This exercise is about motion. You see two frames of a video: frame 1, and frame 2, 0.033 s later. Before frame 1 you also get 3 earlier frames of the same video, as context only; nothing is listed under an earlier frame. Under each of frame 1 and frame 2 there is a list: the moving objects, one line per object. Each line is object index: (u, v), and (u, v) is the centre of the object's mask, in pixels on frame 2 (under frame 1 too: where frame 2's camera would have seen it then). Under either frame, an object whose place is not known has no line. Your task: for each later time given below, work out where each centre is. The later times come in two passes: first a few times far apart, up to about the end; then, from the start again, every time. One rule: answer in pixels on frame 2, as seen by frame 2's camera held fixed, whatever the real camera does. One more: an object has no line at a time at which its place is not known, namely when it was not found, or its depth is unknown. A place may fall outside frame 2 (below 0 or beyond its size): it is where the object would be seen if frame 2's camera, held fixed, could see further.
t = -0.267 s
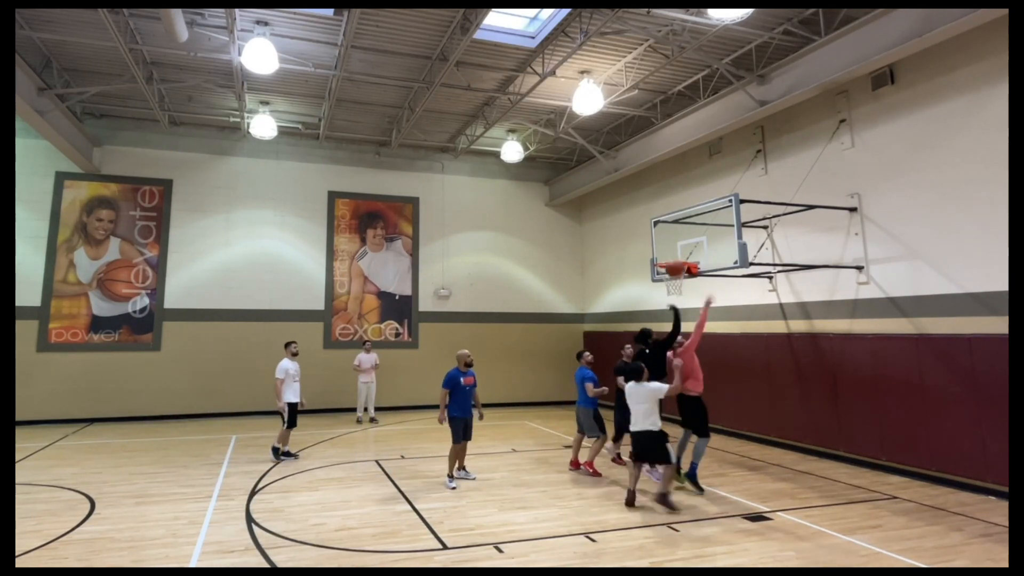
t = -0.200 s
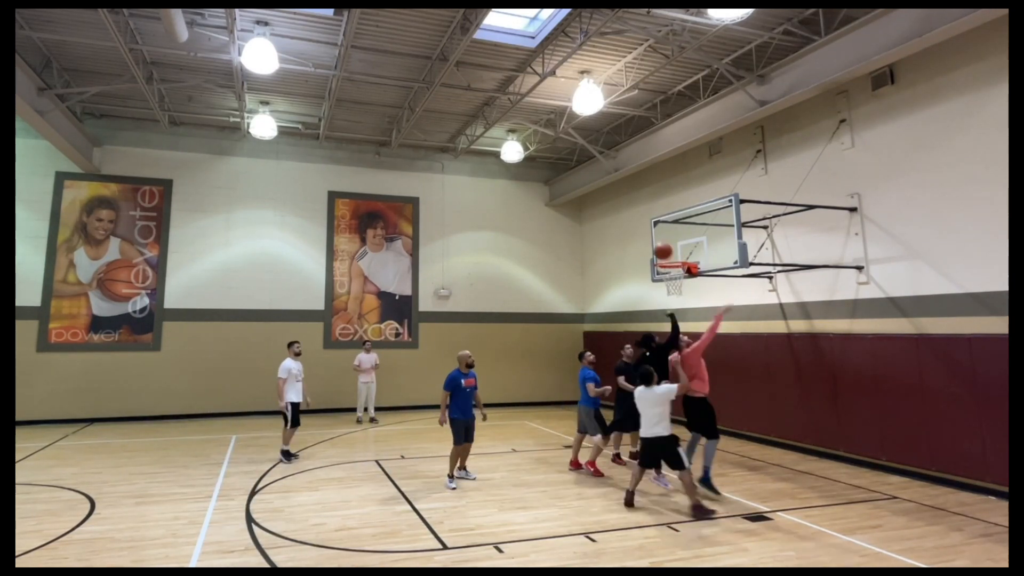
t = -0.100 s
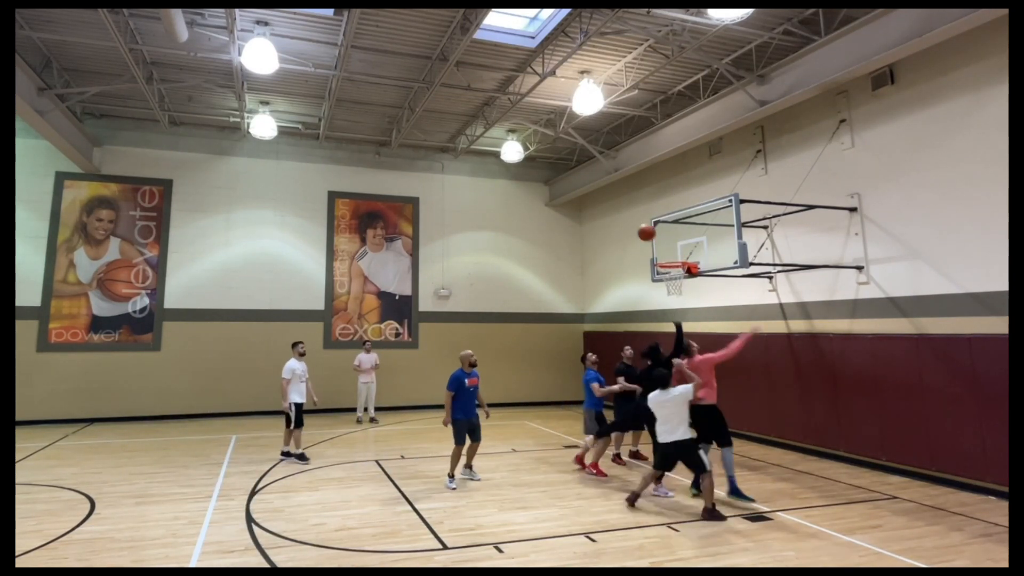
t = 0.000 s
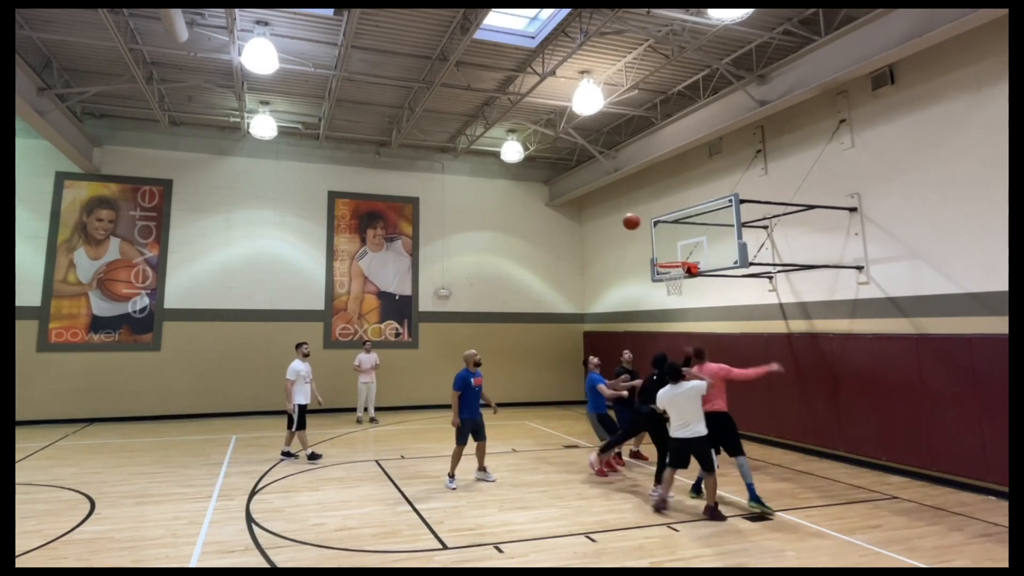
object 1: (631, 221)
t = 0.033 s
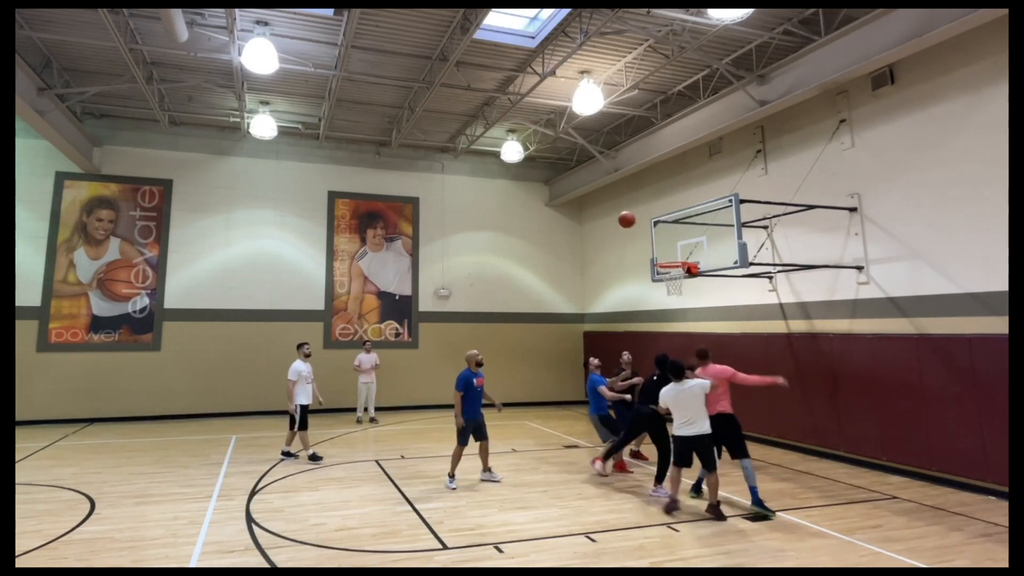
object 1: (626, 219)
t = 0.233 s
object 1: (601, 222)
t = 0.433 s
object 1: (578, 248)
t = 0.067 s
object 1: (622, 218)
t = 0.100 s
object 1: (617, 217)
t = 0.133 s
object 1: (613, 216)
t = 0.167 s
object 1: (609, 218)
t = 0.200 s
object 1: (605, 220)
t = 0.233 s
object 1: (601, 222)
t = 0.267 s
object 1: (597, 225)
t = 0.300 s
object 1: (593, 228)
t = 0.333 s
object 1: (589, 233)
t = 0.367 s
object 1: (585, 237)
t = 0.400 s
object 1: (582, 243)
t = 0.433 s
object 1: (578, 248)
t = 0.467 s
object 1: (575, 255)
